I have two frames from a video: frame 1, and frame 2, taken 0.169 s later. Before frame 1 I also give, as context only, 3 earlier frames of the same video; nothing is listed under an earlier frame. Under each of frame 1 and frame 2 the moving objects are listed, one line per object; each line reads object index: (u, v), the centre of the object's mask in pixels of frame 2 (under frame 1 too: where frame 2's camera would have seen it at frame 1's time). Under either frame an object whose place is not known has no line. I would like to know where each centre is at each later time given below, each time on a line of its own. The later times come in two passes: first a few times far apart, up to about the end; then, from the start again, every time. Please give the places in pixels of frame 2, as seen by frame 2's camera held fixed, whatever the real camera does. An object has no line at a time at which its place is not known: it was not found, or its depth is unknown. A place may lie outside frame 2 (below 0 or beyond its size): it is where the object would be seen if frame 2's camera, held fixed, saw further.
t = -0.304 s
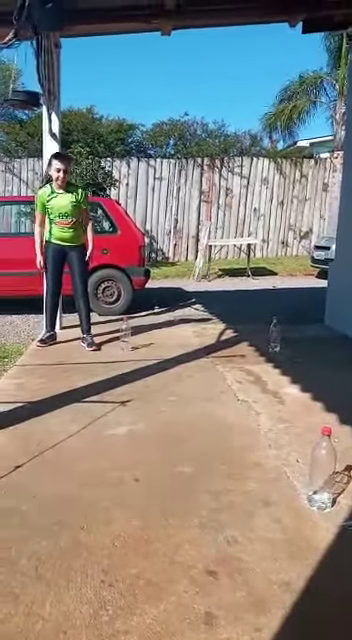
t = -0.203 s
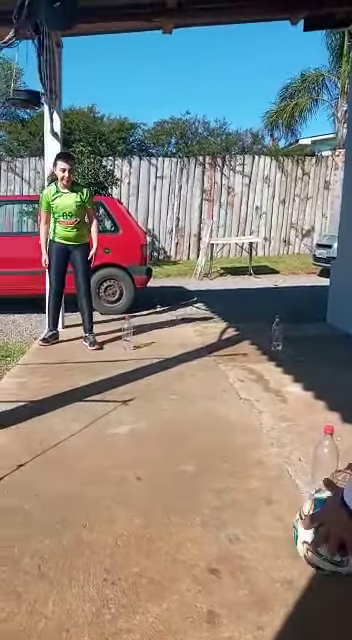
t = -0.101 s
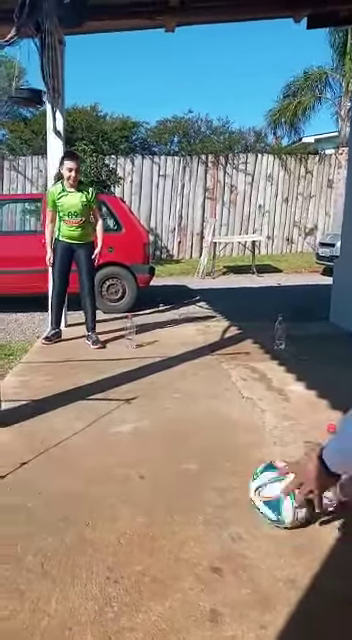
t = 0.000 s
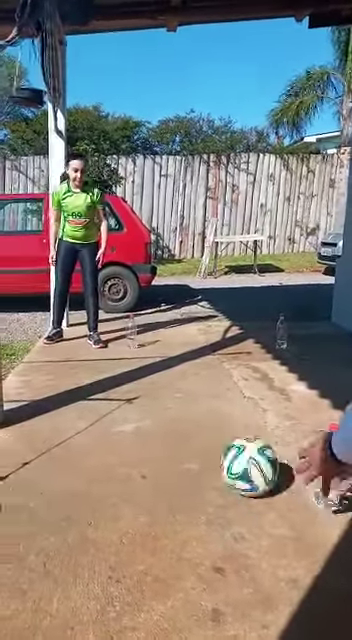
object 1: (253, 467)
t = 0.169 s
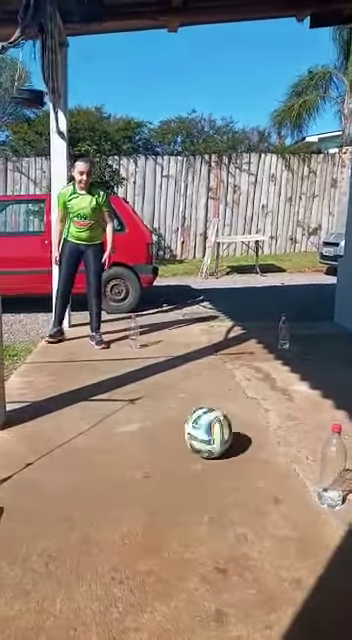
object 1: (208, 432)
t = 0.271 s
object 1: (189, 417)
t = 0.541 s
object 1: (148, 386)
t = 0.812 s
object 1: (119, 364)
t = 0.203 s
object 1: (201, 426)
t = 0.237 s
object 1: (195, 422)
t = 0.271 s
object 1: (189, 417)
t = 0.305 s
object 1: (183, 413)
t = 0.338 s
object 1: (177, 409)
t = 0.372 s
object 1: (172, 404)
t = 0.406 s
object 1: (166, 400)
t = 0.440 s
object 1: (161, 397)
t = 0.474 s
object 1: (157, 393)
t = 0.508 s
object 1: (152, 389)
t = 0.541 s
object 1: (148, 386)
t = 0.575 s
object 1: (144, 383)
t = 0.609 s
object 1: (140, 380)
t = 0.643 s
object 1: (136, 378)
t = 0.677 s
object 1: (132, 375)
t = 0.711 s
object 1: (129, 372)
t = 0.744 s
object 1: (126, 369)
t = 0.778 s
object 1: (122, 366)
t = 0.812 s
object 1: (119, 364)
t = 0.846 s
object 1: (117, 362)
